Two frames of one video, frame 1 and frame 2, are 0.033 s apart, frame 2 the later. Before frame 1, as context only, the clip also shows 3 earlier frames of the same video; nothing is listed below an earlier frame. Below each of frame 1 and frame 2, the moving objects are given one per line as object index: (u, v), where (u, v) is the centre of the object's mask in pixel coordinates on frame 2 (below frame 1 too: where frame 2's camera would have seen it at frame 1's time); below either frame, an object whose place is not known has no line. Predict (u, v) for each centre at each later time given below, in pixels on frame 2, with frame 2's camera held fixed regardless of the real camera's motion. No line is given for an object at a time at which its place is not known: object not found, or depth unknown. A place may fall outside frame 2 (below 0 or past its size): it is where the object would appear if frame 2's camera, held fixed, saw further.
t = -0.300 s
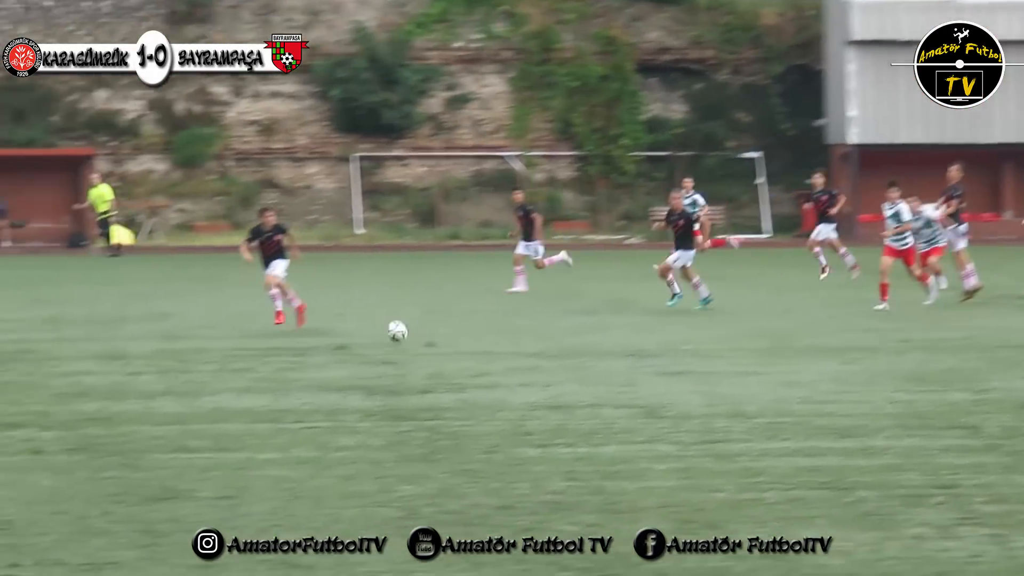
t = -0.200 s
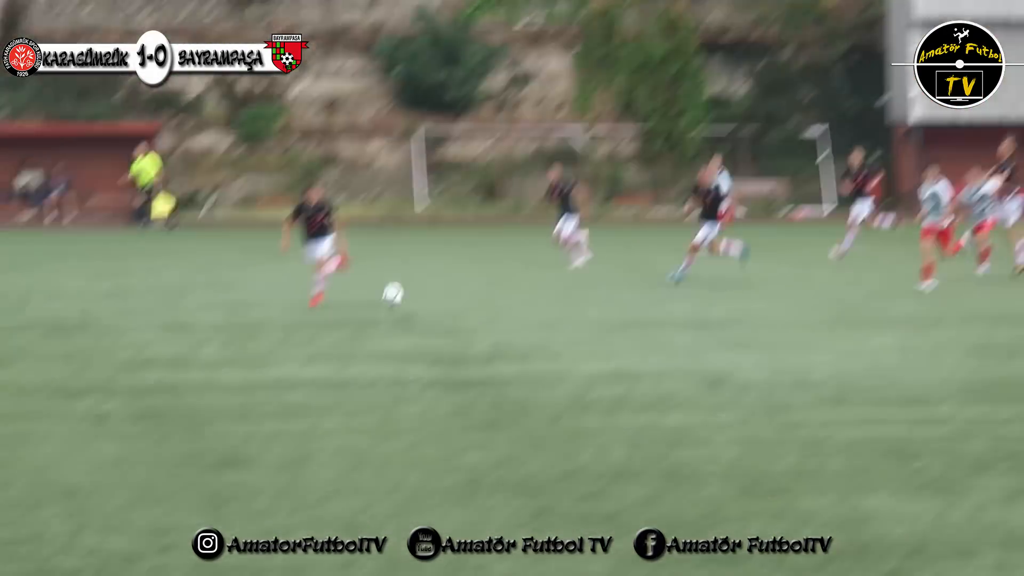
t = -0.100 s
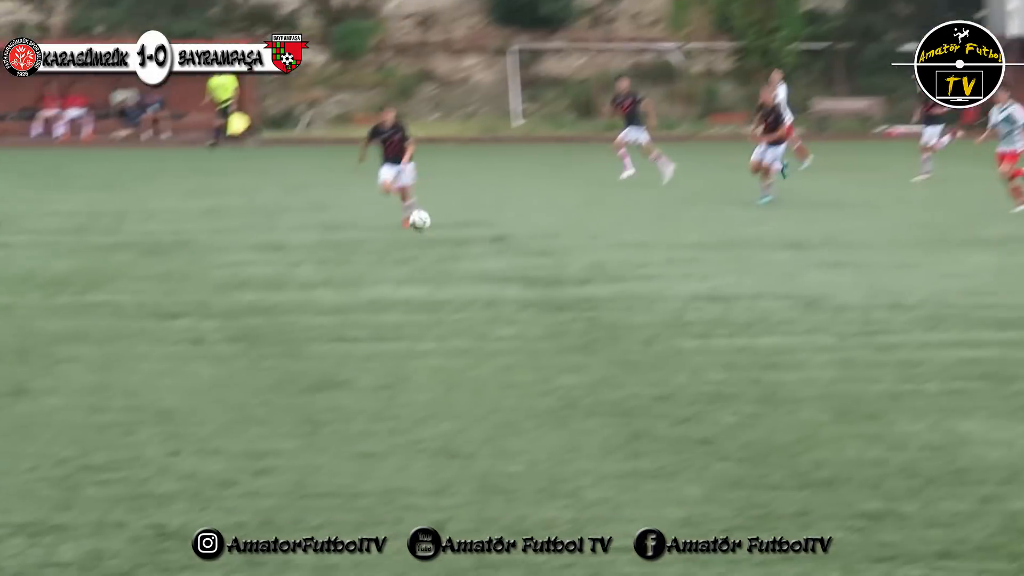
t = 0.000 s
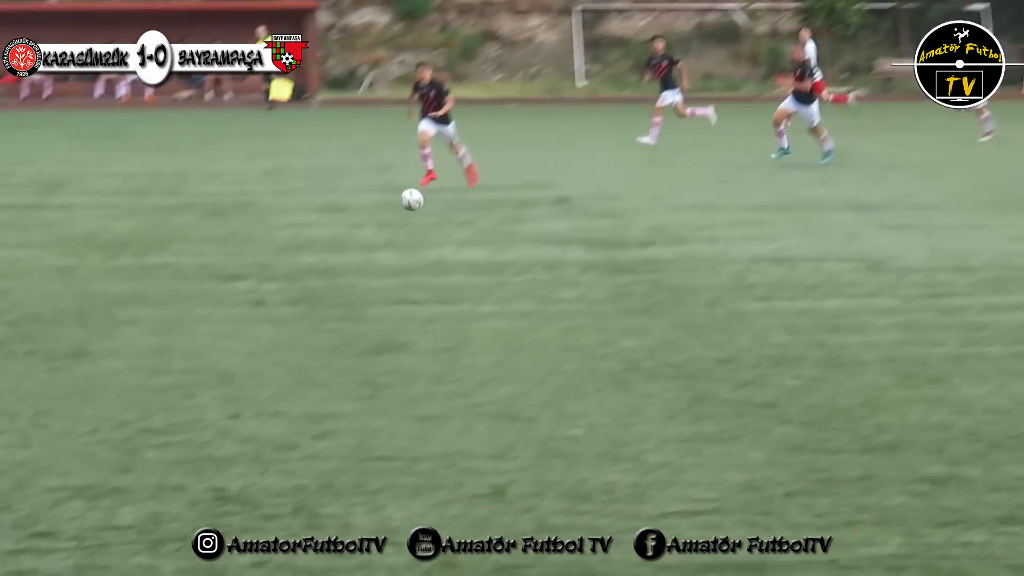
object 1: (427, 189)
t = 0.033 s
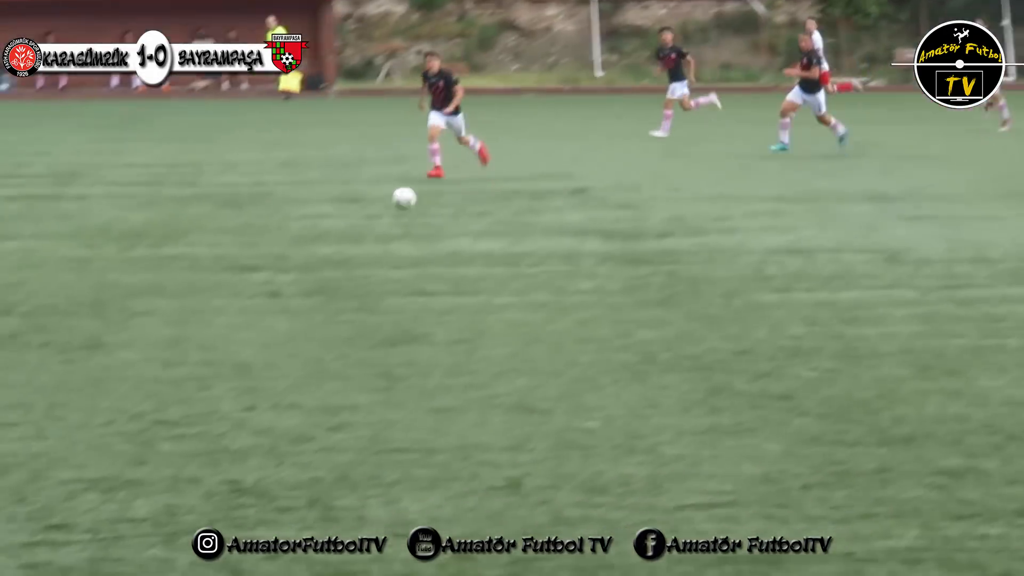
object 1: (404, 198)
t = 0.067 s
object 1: (381, 208)
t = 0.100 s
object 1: (360, 220)
